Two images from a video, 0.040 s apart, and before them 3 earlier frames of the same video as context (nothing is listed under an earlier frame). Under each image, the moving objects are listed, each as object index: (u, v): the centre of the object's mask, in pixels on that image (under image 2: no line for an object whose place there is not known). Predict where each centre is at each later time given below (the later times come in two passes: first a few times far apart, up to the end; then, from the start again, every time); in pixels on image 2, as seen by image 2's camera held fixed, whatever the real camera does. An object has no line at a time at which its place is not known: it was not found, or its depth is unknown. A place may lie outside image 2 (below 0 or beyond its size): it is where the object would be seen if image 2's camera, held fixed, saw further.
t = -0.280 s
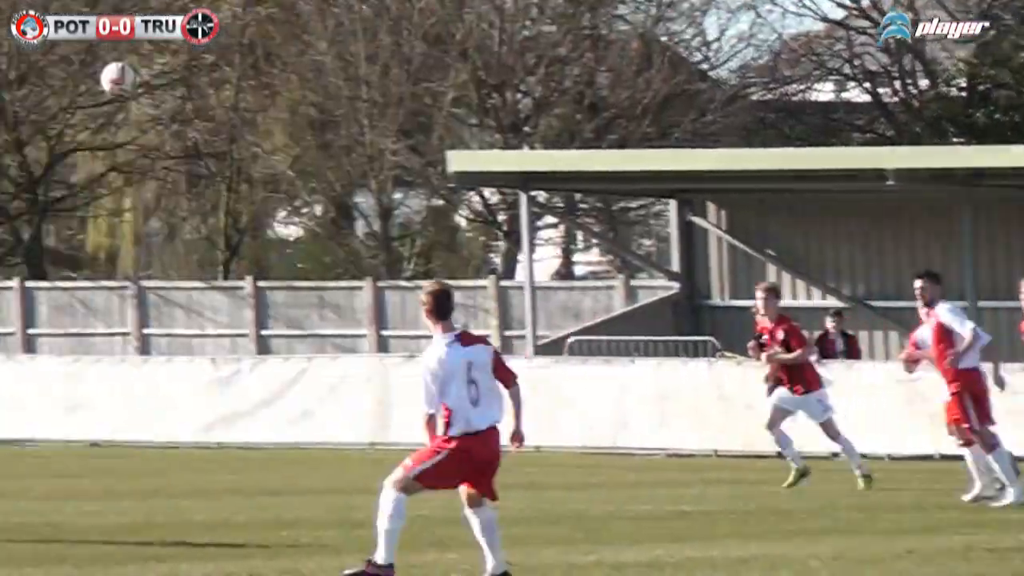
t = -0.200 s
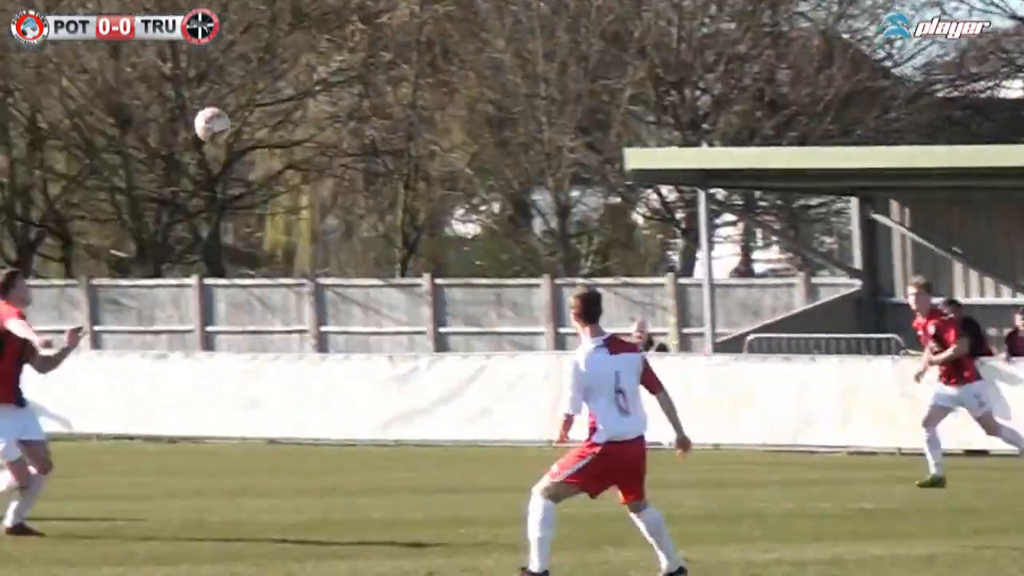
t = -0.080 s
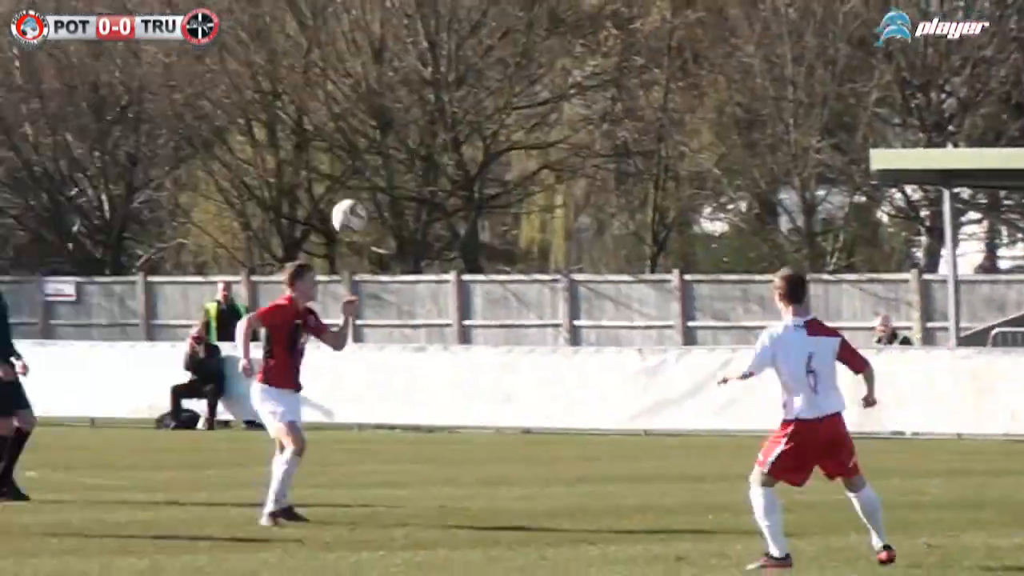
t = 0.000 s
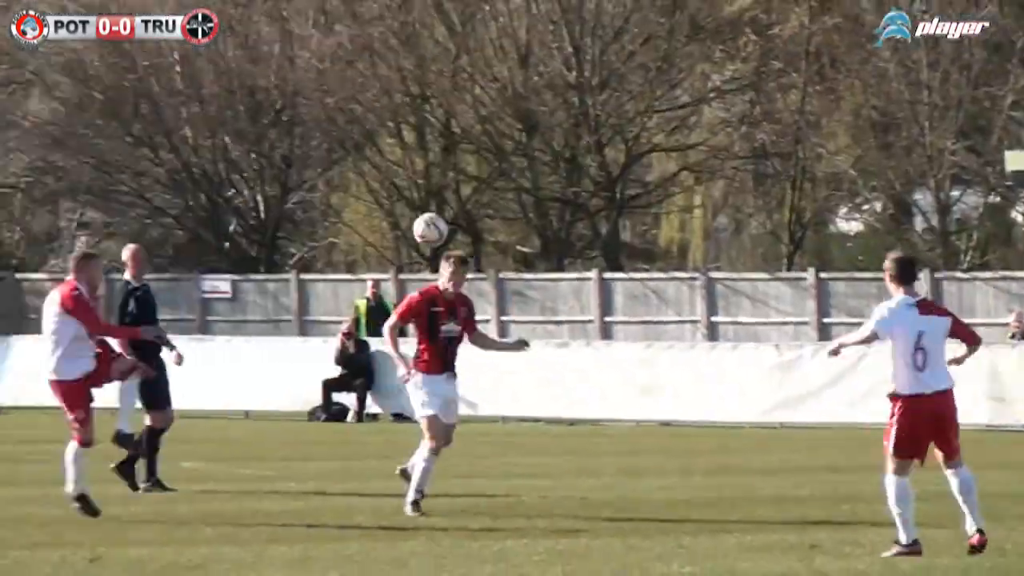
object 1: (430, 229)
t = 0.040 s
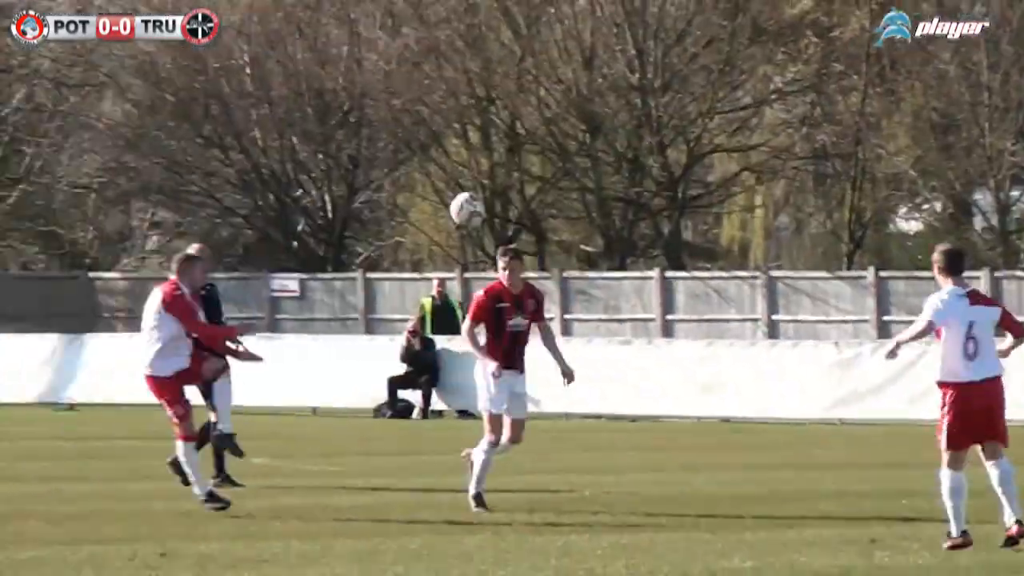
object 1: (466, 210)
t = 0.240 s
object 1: (329, 146)
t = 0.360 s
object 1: (243, 140)
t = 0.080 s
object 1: (441, 190)
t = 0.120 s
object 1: (412, 175)
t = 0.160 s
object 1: (387, 164)
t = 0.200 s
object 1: (358, 153)
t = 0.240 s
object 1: (329, 146)
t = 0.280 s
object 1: (301, 140)
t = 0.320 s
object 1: (272, 138)
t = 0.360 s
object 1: (243, 140)
